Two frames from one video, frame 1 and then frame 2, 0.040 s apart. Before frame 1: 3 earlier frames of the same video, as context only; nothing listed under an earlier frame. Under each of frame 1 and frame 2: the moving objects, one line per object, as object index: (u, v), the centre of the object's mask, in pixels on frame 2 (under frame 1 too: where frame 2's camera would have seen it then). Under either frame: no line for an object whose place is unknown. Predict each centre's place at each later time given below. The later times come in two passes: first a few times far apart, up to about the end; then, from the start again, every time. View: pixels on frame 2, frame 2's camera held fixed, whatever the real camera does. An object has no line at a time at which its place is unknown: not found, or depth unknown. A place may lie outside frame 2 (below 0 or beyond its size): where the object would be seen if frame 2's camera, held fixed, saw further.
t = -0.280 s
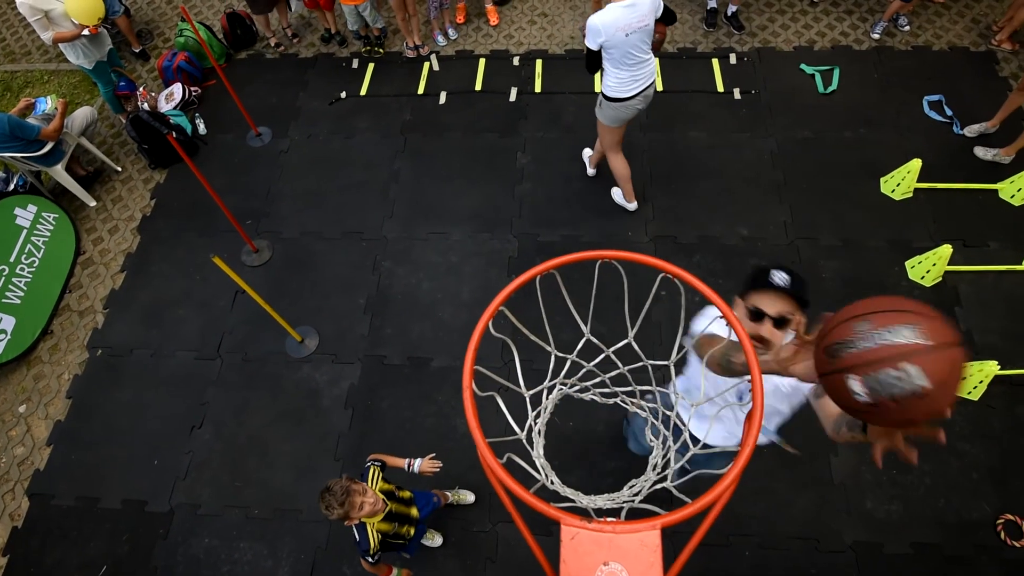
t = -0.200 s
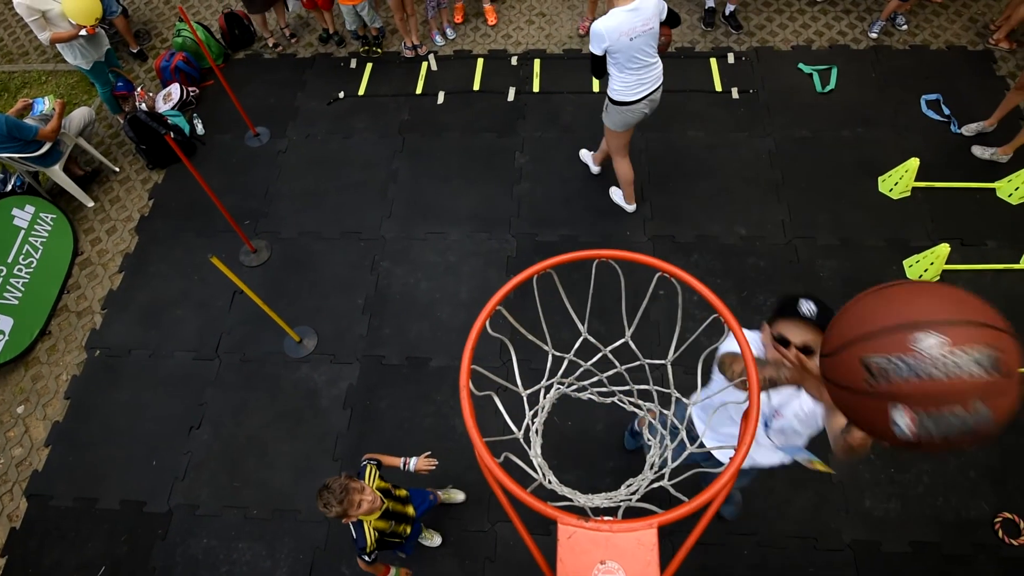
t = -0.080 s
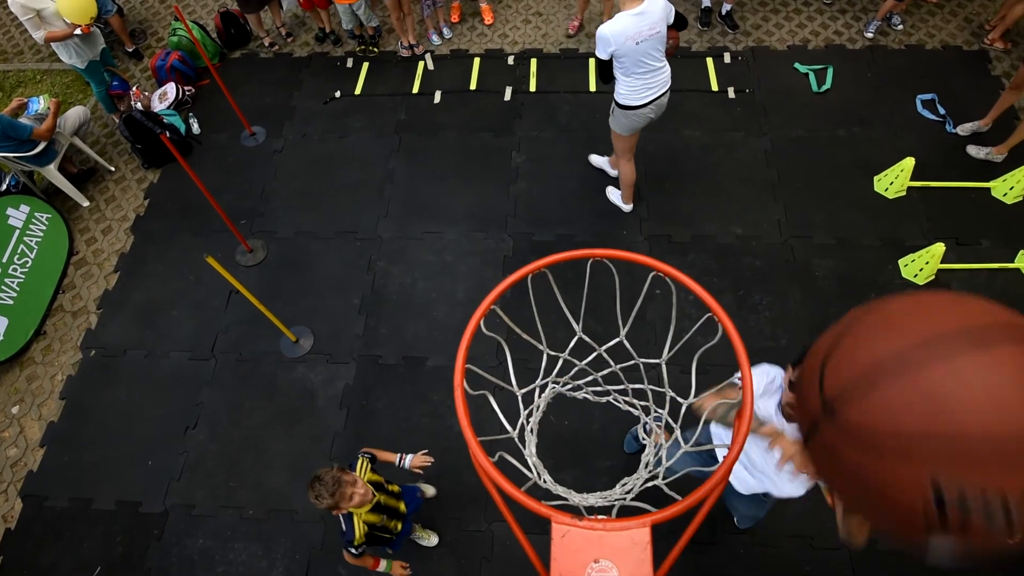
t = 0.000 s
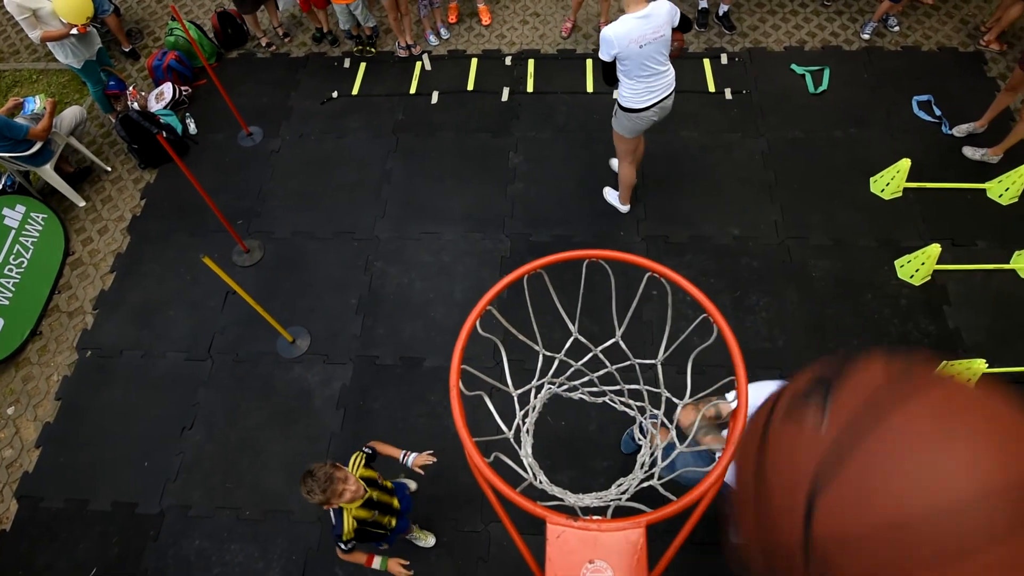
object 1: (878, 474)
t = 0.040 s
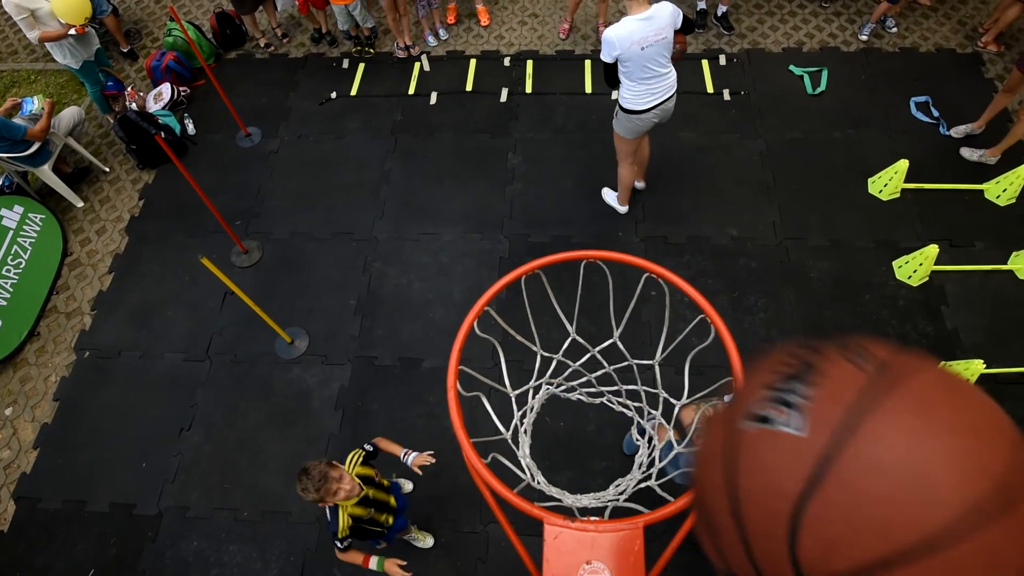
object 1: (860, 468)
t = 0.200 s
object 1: (672, 348)
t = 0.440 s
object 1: (541, 344)
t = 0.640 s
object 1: (554, 391)
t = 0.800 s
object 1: (571, 440)
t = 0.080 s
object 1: (822, 443)
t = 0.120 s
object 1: (769, 404)
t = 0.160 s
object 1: (714, 367)
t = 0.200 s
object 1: (672, 348)
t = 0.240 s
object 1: (633, 335)
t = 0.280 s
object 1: (602, 331)
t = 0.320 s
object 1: (579, 331)
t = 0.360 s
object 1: (560, 334)
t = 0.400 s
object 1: (545, 339)
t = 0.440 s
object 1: (541, 344)
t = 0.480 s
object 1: (543, 349)
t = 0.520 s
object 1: (540, 351)
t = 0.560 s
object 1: (538, 356)
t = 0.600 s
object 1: (540, 364)
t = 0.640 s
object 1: (554, 391)
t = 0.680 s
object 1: (557, 405)
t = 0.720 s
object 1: (557, 401)
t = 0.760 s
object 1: (566, 423)
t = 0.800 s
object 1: (571, 440)
